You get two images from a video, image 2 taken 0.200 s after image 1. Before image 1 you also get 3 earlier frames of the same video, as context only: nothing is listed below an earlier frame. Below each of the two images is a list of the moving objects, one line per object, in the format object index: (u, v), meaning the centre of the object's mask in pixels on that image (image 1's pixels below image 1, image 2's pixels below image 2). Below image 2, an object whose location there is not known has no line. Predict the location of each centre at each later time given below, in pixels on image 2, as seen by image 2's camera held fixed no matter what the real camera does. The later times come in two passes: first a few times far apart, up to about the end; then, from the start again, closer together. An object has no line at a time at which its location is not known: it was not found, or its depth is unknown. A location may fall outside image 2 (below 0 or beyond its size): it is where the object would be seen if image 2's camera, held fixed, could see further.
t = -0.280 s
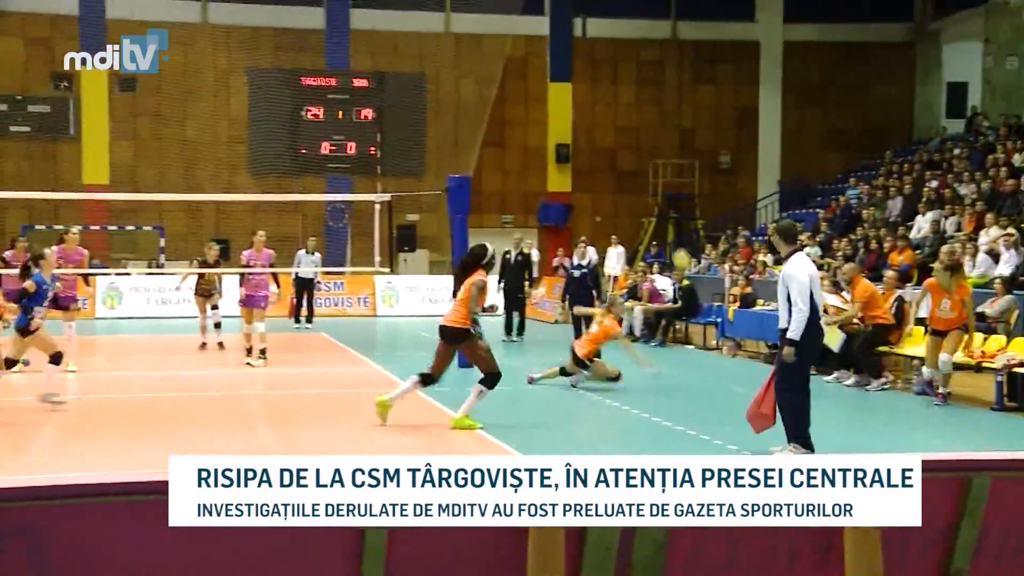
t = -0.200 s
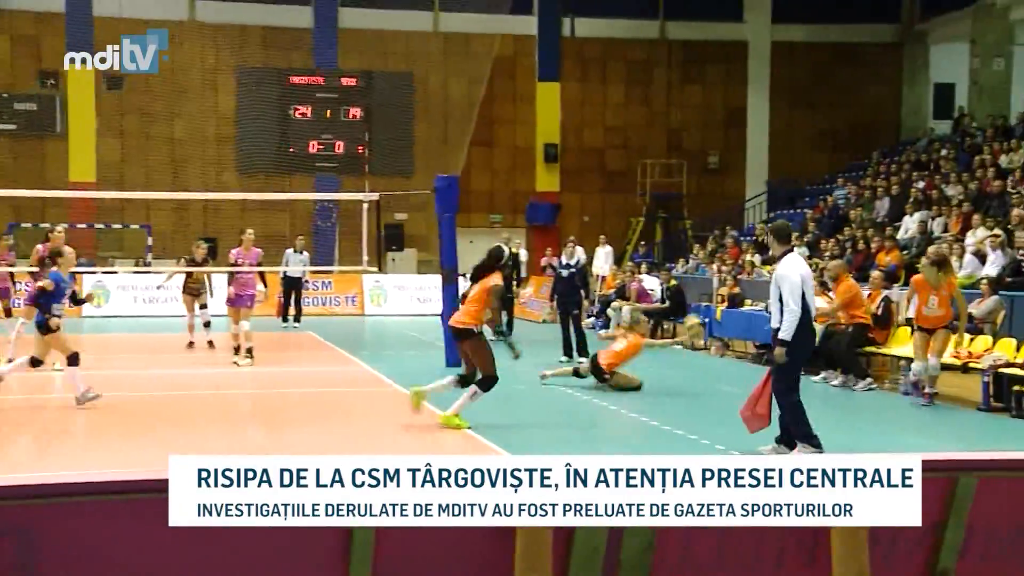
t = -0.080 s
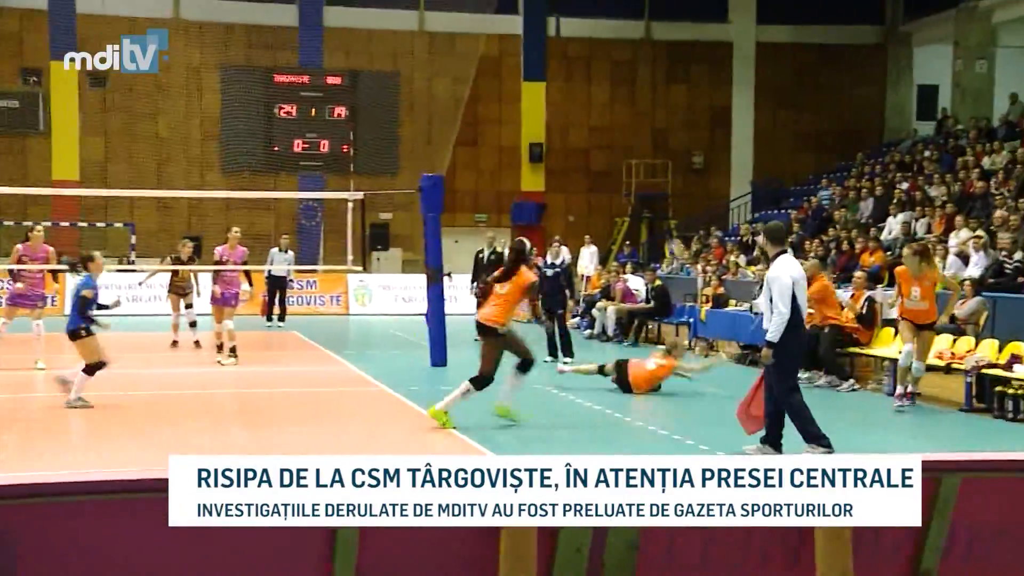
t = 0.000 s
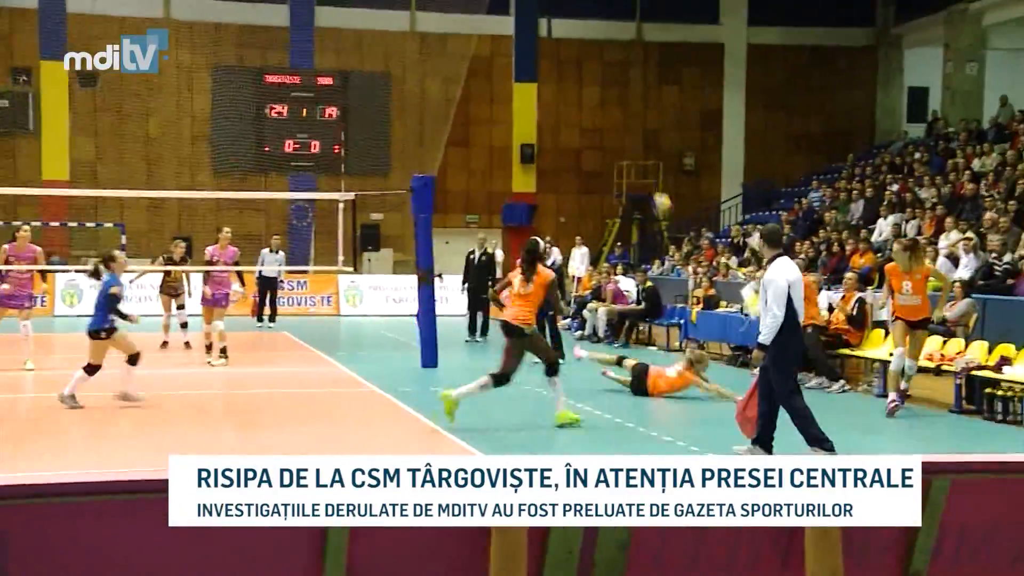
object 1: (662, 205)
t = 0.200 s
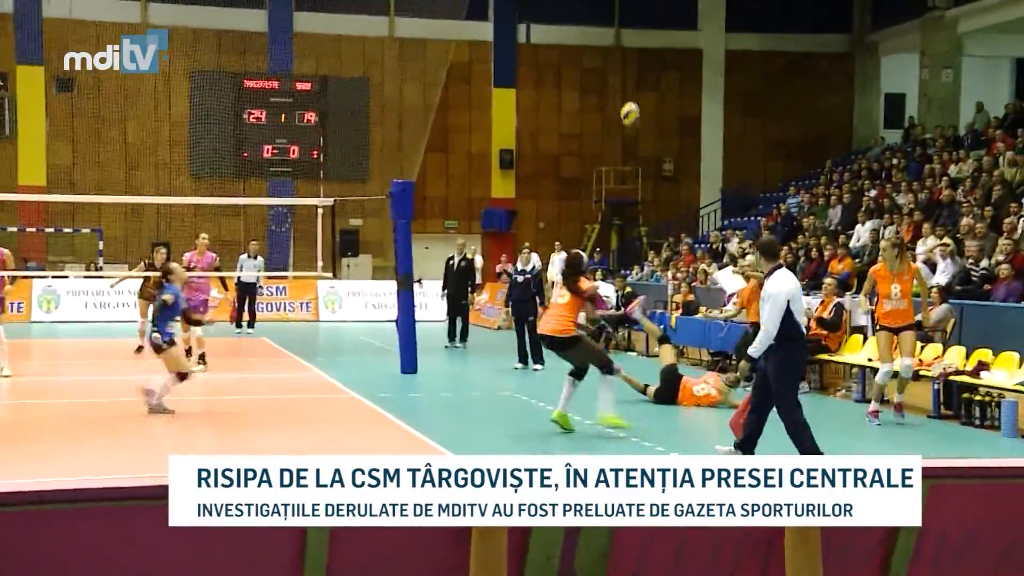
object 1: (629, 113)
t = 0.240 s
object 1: (628, 99)
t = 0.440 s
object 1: (616, 44)
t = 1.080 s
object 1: (572, 149)
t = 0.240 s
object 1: (628, 99)
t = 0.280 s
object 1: (626, 85)
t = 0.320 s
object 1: (623, 72)
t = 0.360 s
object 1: (621, 62)
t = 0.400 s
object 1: (619, 52)
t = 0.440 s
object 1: (616, 44)
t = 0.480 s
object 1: (613, 38)
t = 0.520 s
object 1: (611, 32)
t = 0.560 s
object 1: (607, 29)
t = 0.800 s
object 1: (591, 46)
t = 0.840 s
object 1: (588, 55)
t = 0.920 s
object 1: (582, 78)
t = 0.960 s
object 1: (578, 92)
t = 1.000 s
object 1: (576, 111)
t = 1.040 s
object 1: (574, 128)
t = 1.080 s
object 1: (572, 149)
